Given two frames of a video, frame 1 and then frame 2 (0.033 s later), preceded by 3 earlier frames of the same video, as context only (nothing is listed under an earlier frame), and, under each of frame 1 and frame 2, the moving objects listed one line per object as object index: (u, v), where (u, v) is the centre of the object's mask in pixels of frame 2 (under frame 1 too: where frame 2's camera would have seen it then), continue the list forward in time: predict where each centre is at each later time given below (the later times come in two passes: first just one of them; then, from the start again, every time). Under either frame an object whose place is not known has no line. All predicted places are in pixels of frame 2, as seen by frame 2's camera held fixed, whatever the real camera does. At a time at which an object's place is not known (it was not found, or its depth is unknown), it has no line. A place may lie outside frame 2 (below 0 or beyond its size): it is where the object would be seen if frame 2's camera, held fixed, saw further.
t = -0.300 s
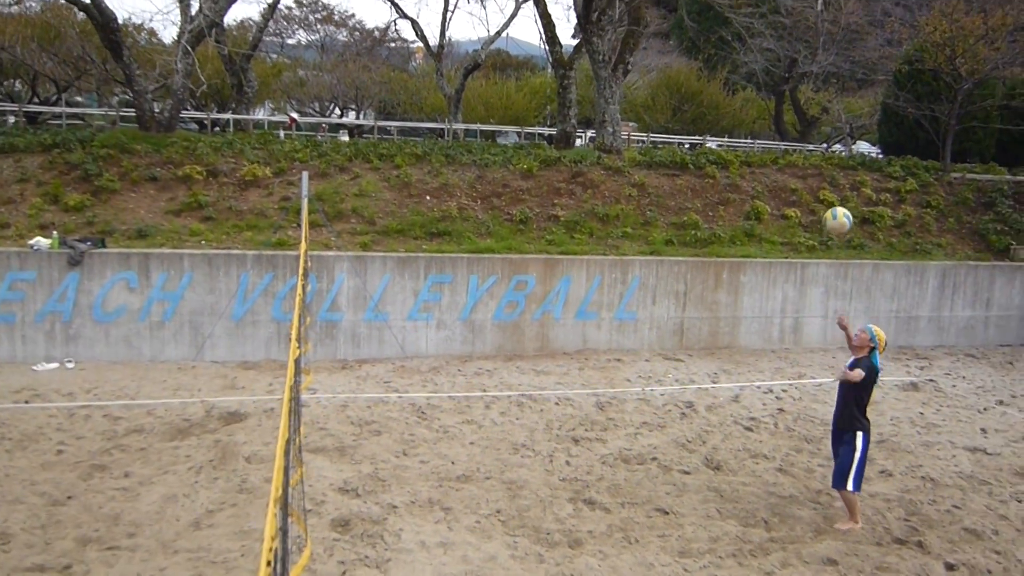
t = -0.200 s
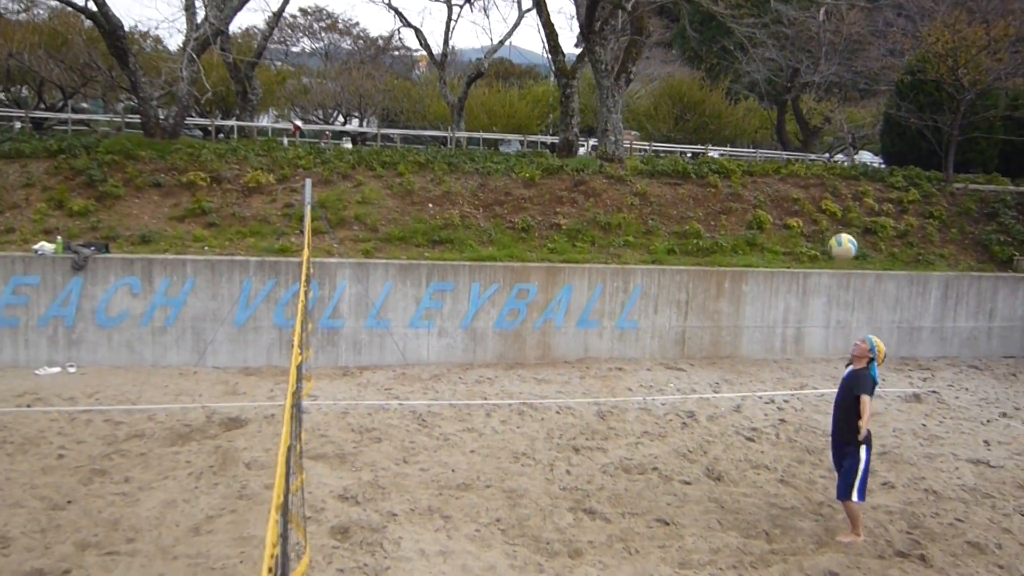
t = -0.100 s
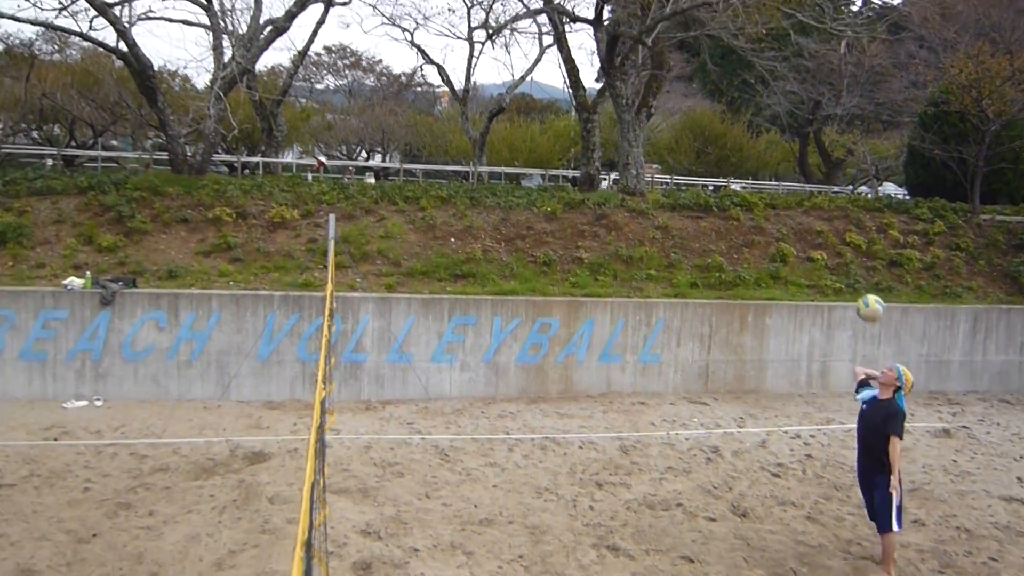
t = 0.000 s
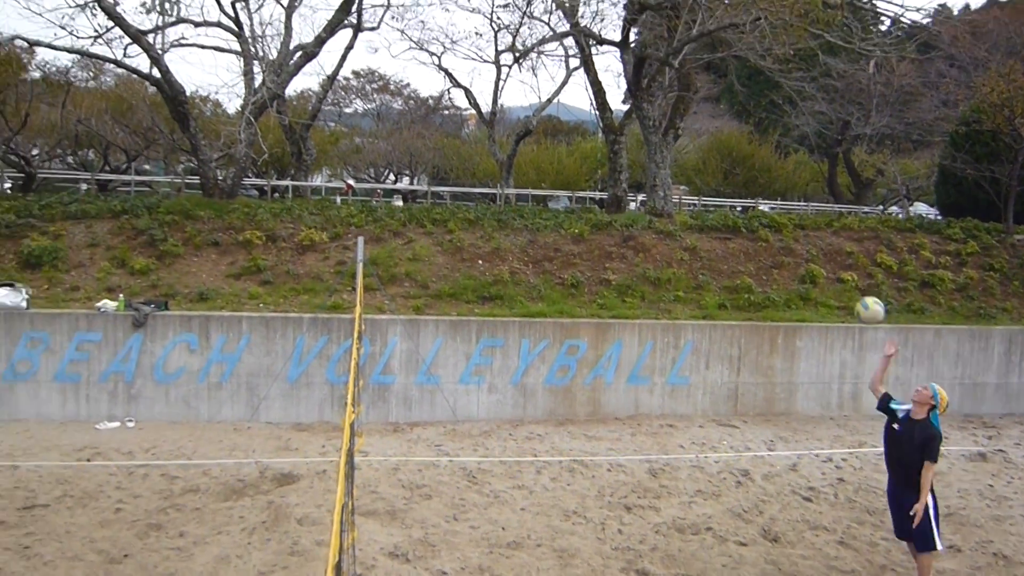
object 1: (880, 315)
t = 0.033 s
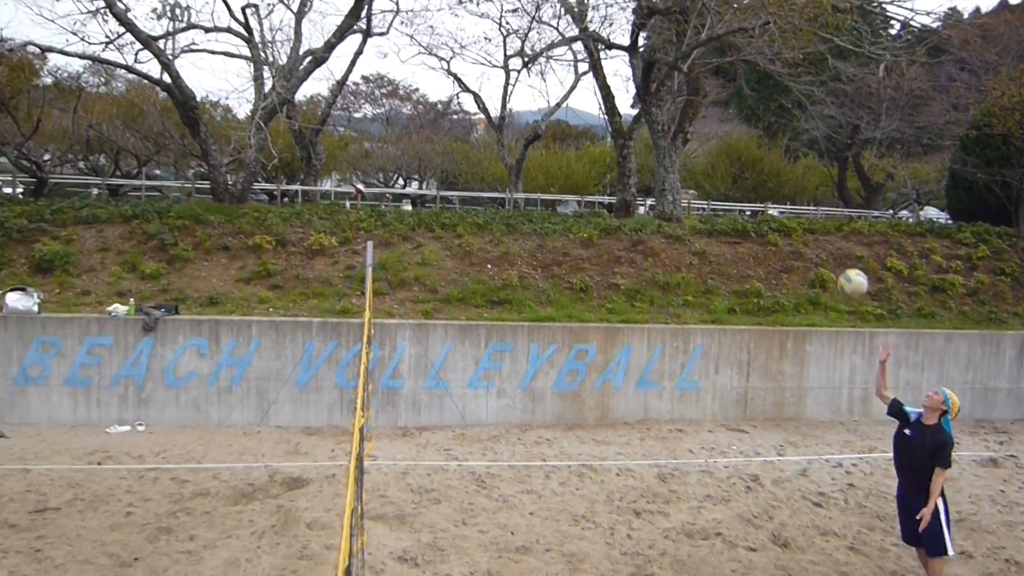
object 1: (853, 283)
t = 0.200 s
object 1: (715, 142)
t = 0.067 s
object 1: (826, 253)
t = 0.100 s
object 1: (798, 222)
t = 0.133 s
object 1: (771, 195)
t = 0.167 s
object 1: (743, 168)
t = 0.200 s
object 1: (715, 142)
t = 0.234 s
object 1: (686, 118)
